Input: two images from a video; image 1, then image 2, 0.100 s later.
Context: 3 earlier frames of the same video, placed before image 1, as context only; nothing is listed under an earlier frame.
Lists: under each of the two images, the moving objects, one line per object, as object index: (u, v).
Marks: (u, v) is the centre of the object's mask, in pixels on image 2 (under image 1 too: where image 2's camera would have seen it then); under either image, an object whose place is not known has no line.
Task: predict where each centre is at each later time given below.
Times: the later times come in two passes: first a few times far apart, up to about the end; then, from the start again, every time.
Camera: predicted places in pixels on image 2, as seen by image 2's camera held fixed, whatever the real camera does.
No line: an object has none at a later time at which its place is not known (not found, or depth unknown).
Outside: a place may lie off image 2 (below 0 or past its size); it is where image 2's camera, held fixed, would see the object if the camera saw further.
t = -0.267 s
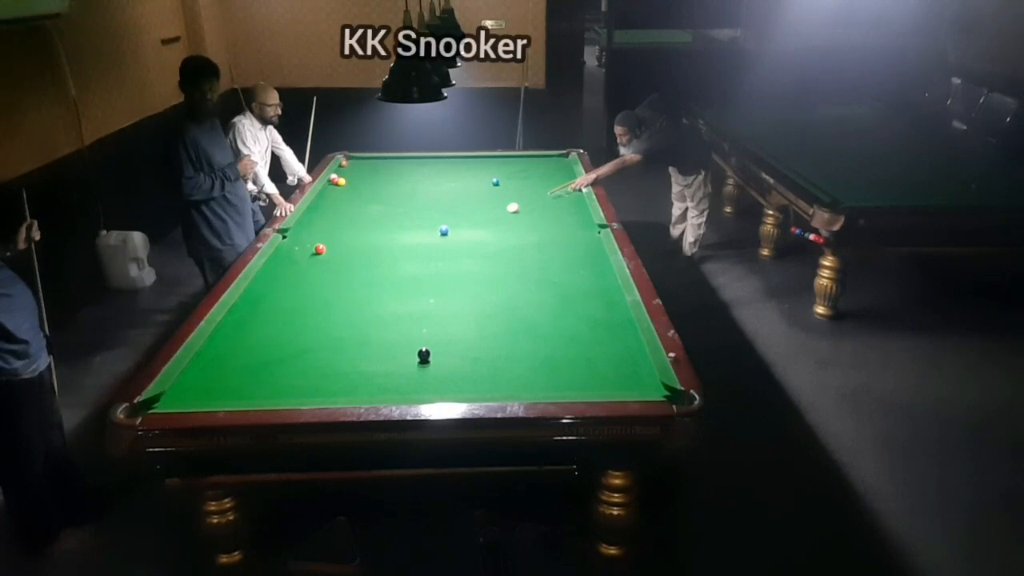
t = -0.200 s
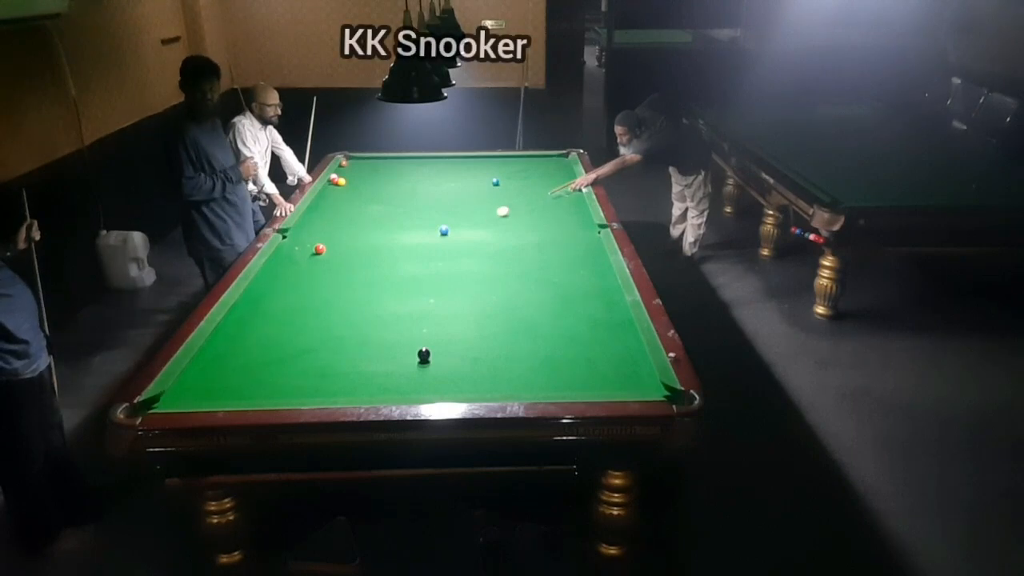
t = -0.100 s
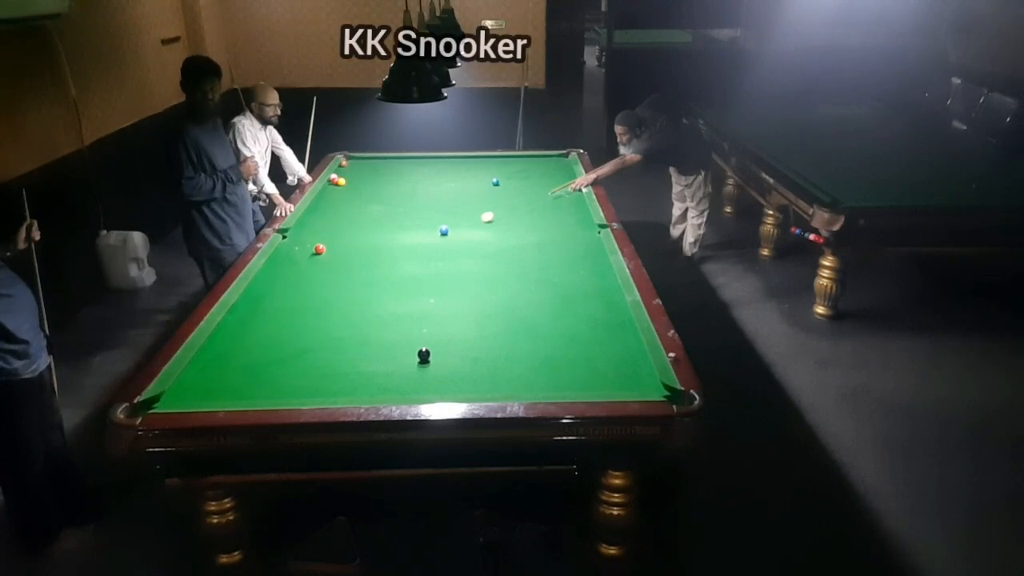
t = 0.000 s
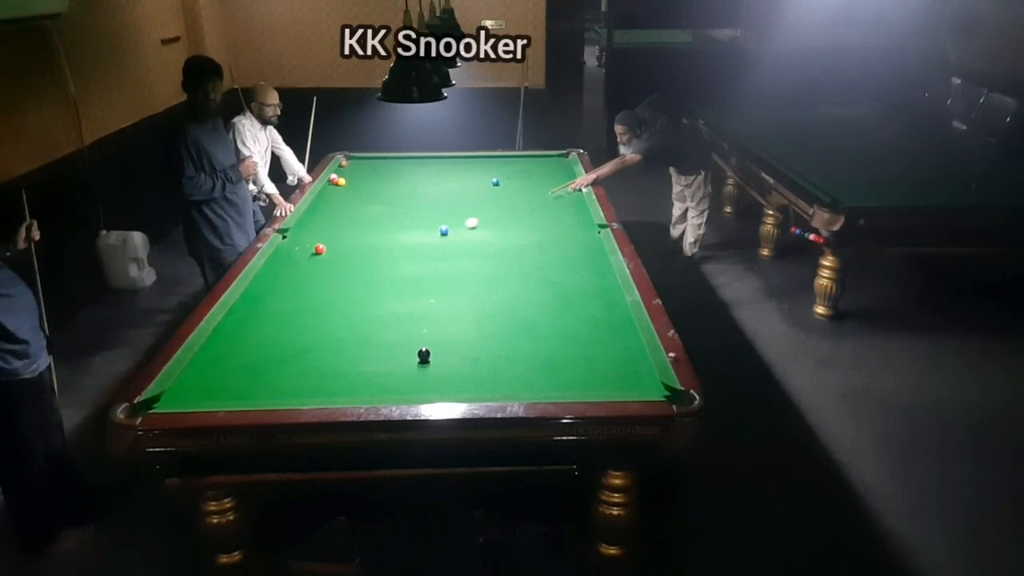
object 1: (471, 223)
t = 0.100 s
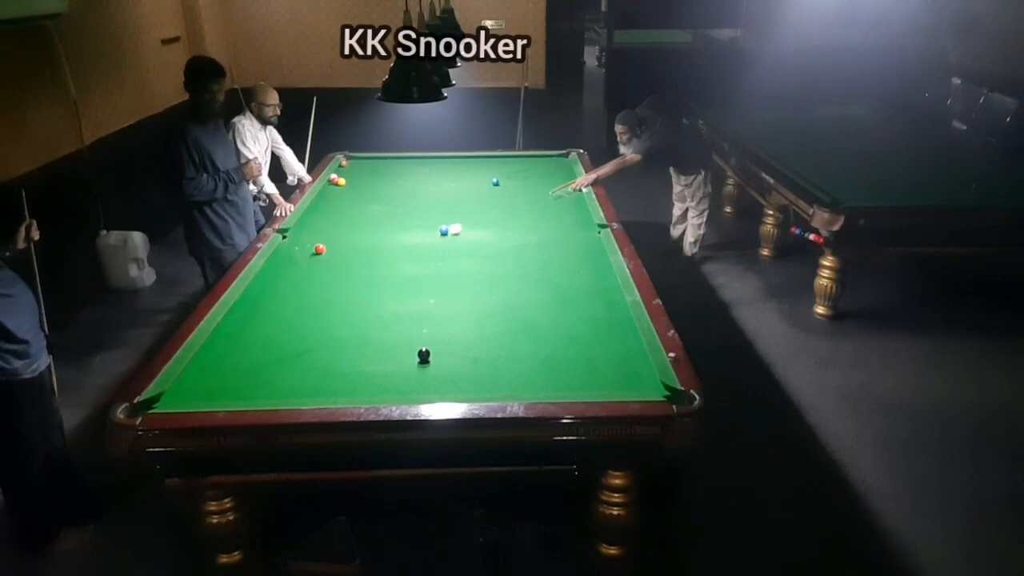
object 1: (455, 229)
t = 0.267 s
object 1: (445, 240)
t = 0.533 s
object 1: (426, 258)
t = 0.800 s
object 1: (406, 278)
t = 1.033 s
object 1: (387, 297)
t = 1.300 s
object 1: (362, 322)
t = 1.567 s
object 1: (336, 348)
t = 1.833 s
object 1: (307, 378)
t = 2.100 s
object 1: (286, 390)
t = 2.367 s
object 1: (287, 368)
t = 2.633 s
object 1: (287, 349)
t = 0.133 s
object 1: (452, 231)
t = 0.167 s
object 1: (451, 233)
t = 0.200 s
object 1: (449, 235)
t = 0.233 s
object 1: (447, 238)
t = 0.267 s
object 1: (445, 240)
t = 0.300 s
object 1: (442, 242)
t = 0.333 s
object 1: (440, 244)
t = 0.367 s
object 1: (438, 246)
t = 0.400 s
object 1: (436, 249)
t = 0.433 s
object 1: (433, 251)
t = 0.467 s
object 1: (431, 253)
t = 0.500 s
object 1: (428, 256)
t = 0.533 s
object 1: (426, 258)
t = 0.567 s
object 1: (424, 260)
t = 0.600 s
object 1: (421, 263)
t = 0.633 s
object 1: (419, 265)
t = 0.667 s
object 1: (416, 268)
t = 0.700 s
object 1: (414, 270)
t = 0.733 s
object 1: (411, 273)
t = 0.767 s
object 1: (409, 275)
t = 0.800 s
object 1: (406, 278)
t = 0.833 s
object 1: (403, 280)
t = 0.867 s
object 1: (401, 284)
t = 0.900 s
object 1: (398, 286)
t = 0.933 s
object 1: (395, 289)
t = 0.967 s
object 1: (392, 292)
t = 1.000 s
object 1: (389, 294)
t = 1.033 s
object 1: (387, 297)
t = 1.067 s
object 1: (384, 300)
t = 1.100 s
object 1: (381, 303)
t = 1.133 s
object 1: (378, 306)
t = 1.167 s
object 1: (375, 309)
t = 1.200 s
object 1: (372, 312)
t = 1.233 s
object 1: (369, 315)
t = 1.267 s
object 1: (365, 318)
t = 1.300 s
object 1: (362, 322)
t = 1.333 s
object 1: (359, 325)
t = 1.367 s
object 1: (356, 328)
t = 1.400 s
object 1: (353, 331)
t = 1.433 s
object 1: (350, 334)
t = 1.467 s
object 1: (346, 338)
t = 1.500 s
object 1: (343, 341)
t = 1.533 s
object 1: (339, 344)
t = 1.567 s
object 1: (336, 348)
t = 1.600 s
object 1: (333, 351)
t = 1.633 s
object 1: (329, 355)
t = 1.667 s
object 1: (325, 359)
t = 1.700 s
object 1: (322, 362)
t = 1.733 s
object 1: (318, 366)
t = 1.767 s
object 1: (314, 370)
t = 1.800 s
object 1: (311, 374)
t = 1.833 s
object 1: (307, 378)
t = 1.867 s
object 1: (303, 381)
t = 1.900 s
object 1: (299, 385)
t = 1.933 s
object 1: (295, 389)
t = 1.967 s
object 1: (291, 392)
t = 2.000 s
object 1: (288, 395)
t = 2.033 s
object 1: (286, 394)
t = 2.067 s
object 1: (286, 392)
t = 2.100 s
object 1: (286, 390)
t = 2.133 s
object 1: (286, 387)
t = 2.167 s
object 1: (286, 384)
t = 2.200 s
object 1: (286, 381)
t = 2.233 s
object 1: (286, 378)
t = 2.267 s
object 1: (287, 376)
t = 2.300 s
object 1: (287, 373)
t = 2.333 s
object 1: (287, 371)
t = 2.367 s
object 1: (287, 368)
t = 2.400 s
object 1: (287, 366)
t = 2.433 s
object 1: (287, 363)
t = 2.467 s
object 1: (287, 361)
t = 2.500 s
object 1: (287, 358)
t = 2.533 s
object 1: (287, 356)
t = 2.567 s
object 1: (287, 354)
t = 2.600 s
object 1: (287, 351)
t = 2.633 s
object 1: (287, 349)
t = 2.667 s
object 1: (287, 347)
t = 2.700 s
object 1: (287, 345)
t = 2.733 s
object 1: (287, 343)
